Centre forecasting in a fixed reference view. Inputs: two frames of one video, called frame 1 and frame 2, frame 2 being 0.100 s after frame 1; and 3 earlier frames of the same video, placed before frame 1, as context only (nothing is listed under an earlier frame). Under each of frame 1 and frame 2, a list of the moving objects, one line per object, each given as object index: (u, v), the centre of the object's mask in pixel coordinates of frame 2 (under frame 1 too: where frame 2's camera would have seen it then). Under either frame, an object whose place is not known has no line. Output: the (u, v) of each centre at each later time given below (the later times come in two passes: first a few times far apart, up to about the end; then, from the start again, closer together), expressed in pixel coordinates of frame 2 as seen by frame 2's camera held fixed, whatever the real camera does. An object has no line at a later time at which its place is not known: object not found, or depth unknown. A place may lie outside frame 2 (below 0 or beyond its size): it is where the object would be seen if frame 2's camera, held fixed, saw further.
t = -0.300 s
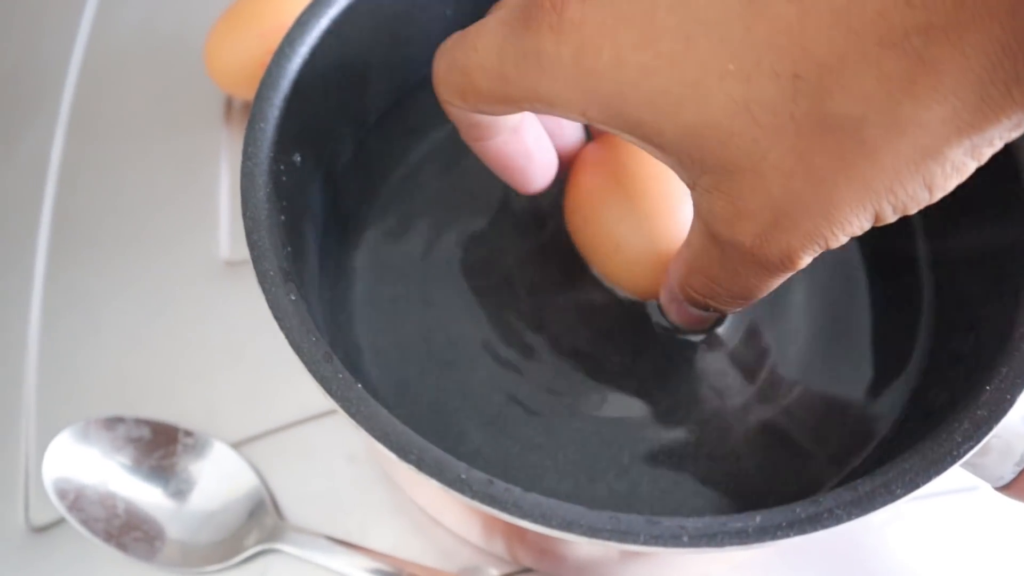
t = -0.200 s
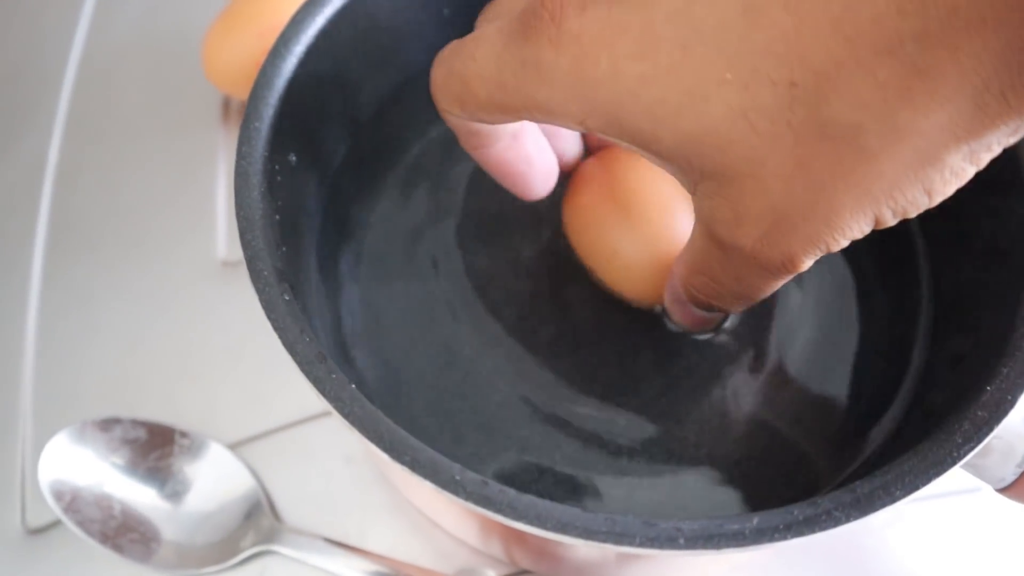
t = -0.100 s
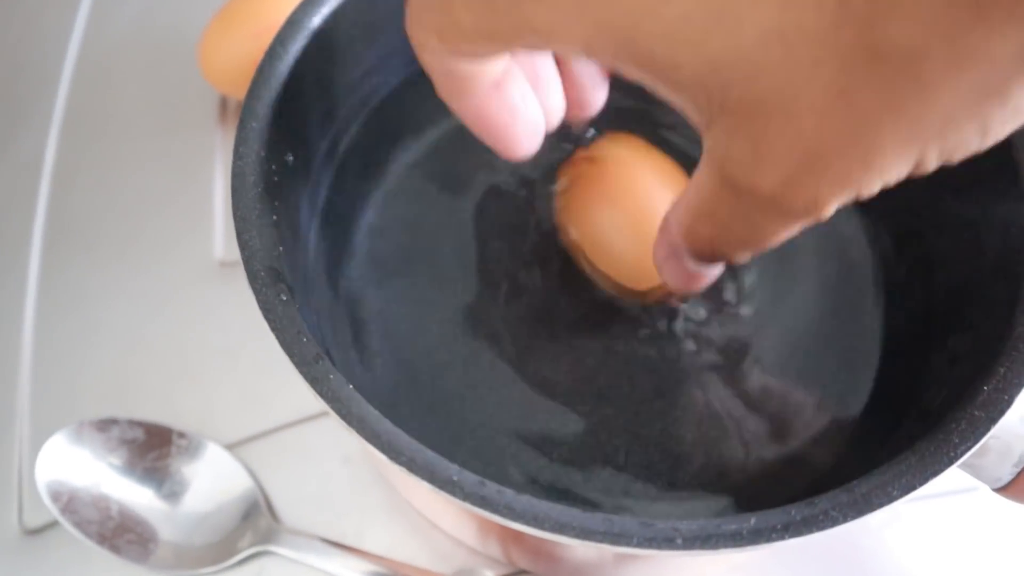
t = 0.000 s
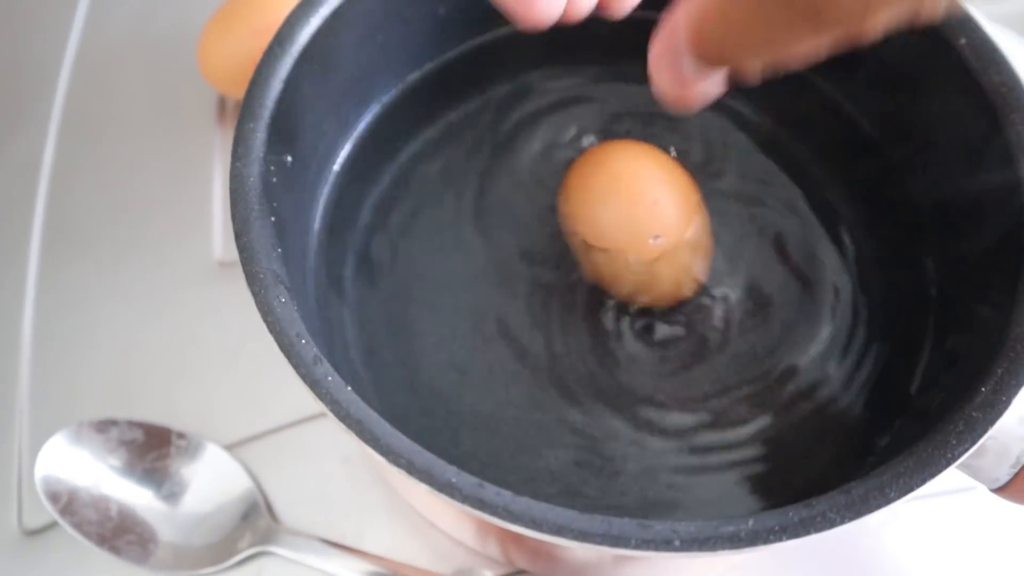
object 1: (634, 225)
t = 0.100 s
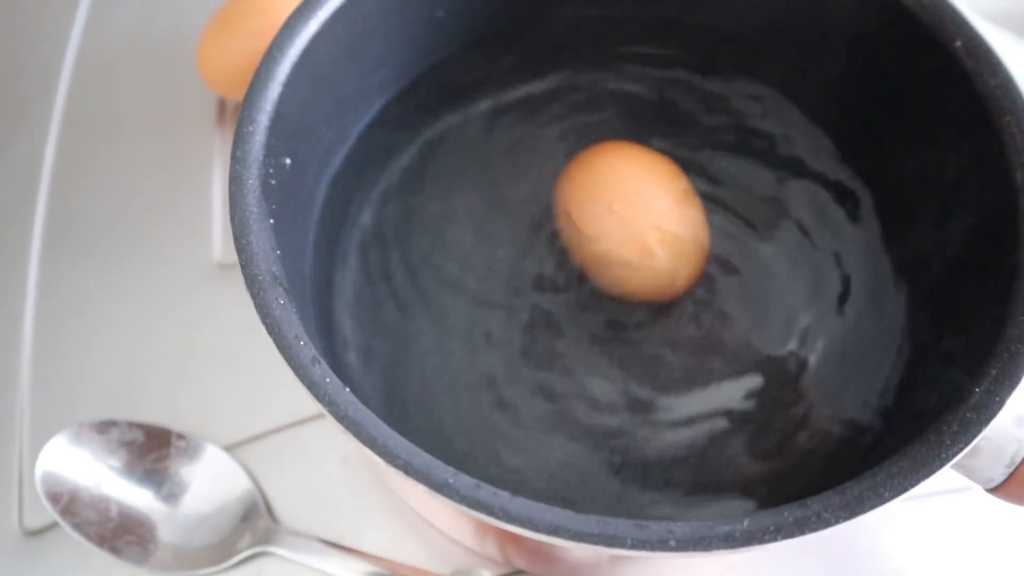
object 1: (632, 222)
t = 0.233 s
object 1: (615, 215)
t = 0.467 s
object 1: (606, 197)
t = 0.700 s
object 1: (607, 193)
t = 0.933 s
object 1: (600, 189)
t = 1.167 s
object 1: (614, 188)
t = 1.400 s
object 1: (604, 182)
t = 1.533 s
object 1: (606, 181)
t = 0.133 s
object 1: (628, 221)
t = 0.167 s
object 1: (623, 220)
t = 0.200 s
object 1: (619, 217)
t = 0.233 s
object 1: (615, 215)
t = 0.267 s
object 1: (612, 212)
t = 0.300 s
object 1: (610, 211)
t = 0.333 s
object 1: (608, 209)
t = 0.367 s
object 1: (606, 207)
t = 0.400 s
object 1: (605, 204)
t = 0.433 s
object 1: (605, 200)
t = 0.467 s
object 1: (606, 197)
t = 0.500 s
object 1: (608, 197)
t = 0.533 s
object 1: (610, 196)
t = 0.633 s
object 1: (609, 192)
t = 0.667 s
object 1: (608, 192)
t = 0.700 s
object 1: (607, 193)
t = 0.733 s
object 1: (606, 192)
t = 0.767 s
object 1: (603, 192)
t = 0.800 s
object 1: (599, 191)
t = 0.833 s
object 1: (599, 189)
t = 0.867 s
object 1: (599, 188)
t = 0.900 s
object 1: (600, 189)
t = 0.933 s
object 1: (600, 189)
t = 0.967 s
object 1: (602, 189)
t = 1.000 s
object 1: (604, 189)
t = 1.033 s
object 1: (607, 188)
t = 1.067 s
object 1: (609, 188)
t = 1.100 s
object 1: (612, 187)
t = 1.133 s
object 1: (613, 188)
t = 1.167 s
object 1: (614, 188)
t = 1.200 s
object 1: (614, 188)
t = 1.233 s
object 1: (614, 188)
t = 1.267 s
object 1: (612, 187)
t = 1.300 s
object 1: (609, 186)
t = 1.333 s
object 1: (607, 186)
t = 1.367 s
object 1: (605, 184)
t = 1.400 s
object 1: (604, 182)
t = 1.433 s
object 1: (604, 181)
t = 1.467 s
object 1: (604, 181)
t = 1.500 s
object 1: (605, 181)
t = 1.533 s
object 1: (606, 181)
